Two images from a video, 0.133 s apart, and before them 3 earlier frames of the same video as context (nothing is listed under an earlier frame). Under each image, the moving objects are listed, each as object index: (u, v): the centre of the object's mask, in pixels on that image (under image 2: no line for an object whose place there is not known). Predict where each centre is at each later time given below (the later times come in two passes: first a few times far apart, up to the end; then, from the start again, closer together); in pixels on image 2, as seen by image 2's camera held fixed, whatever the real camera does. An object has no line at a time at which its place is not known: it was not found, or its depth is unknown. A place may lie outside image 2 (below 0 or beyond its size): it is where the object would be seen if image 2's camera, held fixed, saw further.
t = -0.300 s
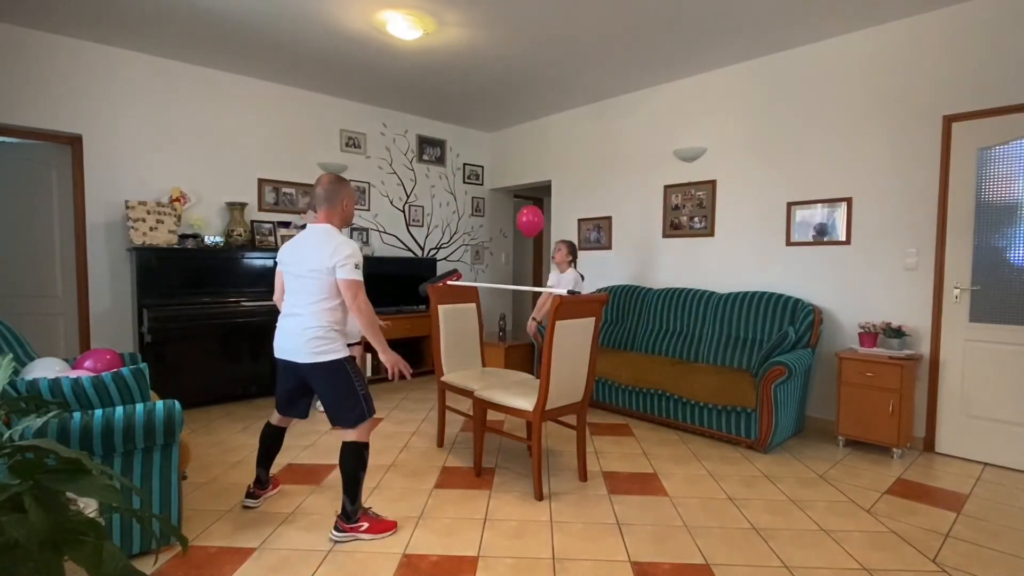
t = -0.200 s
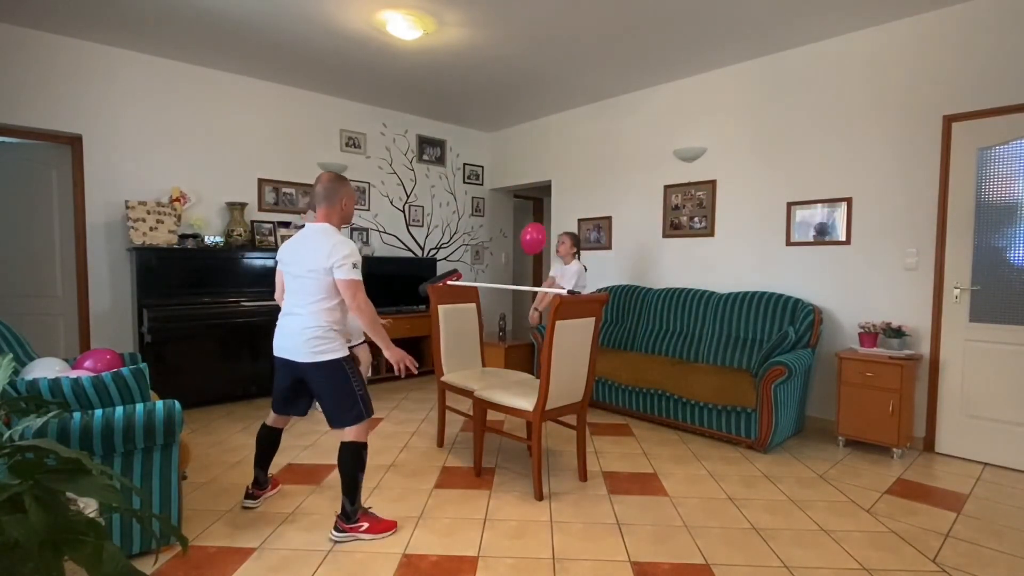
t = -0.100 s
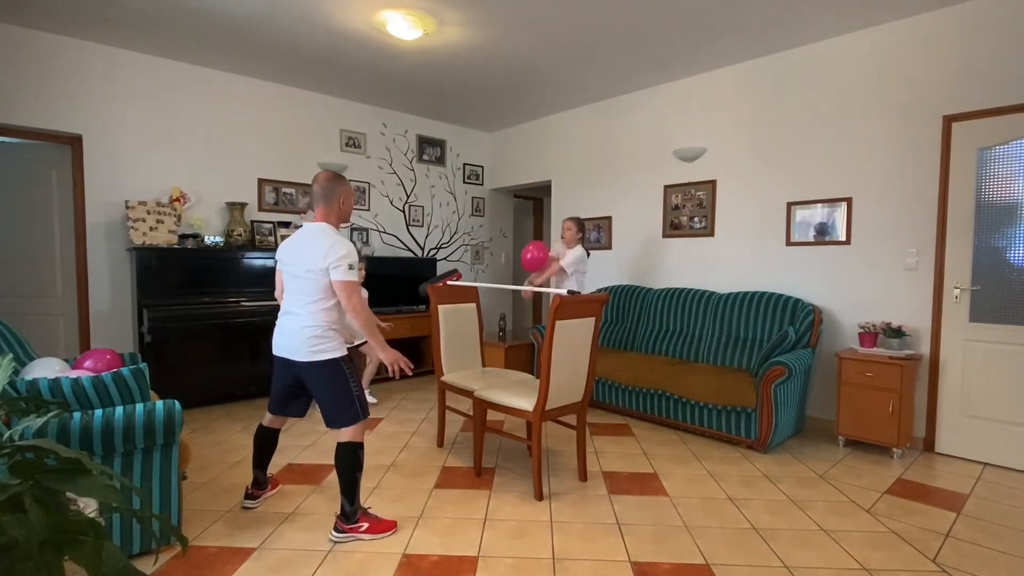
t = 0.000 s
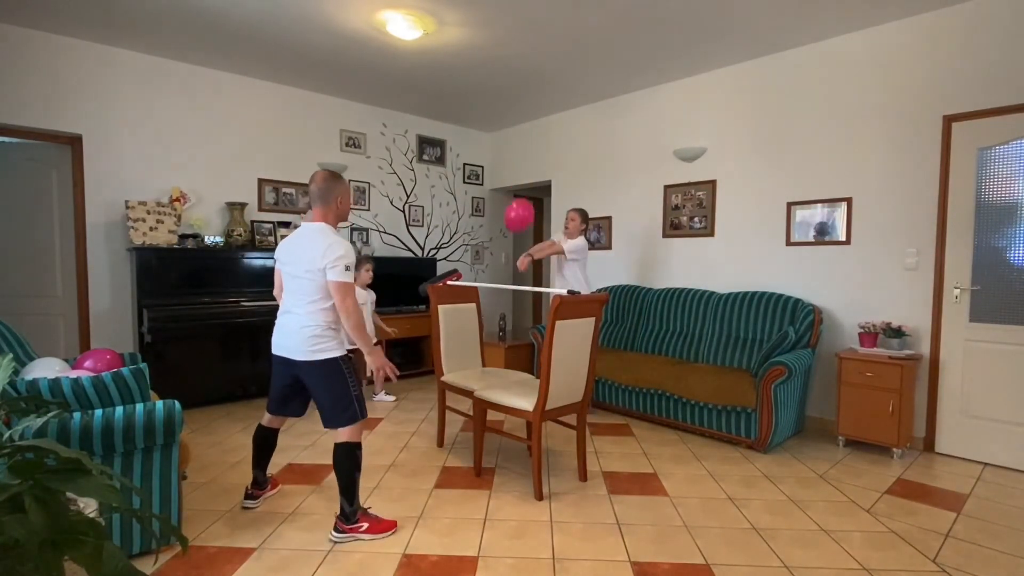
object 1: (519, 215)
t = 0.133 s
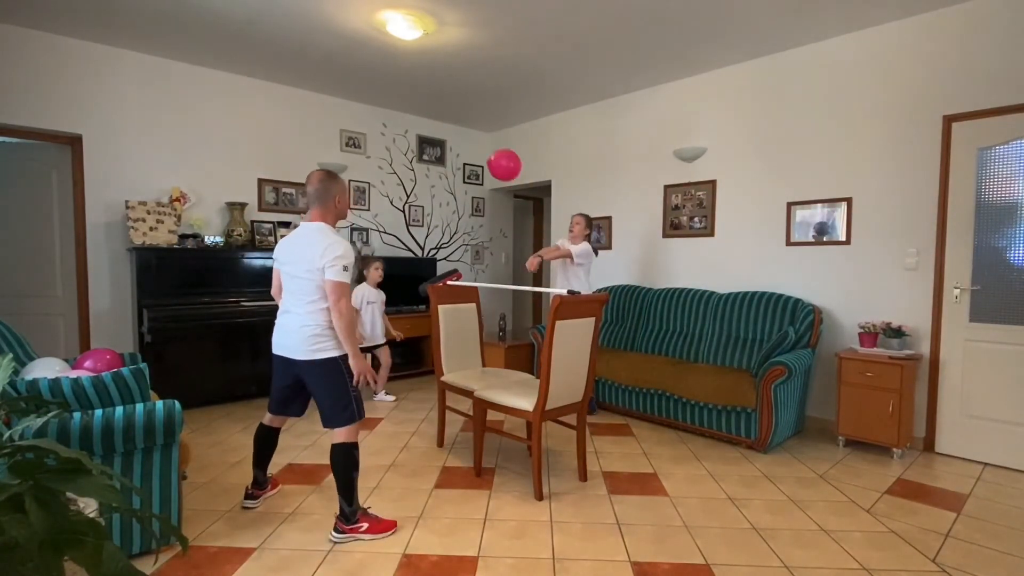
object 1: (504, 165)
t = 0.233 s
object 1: (497, 140)
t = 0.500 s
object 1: (486, 100)
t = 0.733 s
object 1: (483, 98)
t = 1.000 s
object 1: (470, 119)
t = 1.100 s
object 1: (465, 131)
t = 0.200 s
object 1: (500, 148)
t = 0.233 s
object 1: (497, 140)
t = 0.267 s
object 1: (495, 133)
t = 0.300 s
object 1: (493, 126)
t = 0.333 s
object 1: (491, 121)
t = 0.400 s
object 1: (488, 110)
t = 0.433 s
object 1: (487, 106)
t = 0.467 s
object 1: (487, 103)
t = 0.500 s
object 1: (486, 100)
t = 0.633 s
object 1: (485, 96)
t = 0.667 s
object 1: (485, 96)
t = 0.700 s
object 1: (484, 97)
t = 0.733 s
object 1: (483, 98)
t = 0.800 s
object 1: (481, 102)
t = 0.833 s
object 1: (480, 104)
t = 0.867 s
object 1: (478, 107)
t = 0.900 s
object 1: (476, 109)
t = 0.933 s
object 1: (474, 112)
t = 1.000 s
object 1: (470, 119)
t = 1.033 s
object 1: (468, 123)
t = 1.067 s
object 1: (466, 127)
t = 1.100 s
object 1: (465, 131)
